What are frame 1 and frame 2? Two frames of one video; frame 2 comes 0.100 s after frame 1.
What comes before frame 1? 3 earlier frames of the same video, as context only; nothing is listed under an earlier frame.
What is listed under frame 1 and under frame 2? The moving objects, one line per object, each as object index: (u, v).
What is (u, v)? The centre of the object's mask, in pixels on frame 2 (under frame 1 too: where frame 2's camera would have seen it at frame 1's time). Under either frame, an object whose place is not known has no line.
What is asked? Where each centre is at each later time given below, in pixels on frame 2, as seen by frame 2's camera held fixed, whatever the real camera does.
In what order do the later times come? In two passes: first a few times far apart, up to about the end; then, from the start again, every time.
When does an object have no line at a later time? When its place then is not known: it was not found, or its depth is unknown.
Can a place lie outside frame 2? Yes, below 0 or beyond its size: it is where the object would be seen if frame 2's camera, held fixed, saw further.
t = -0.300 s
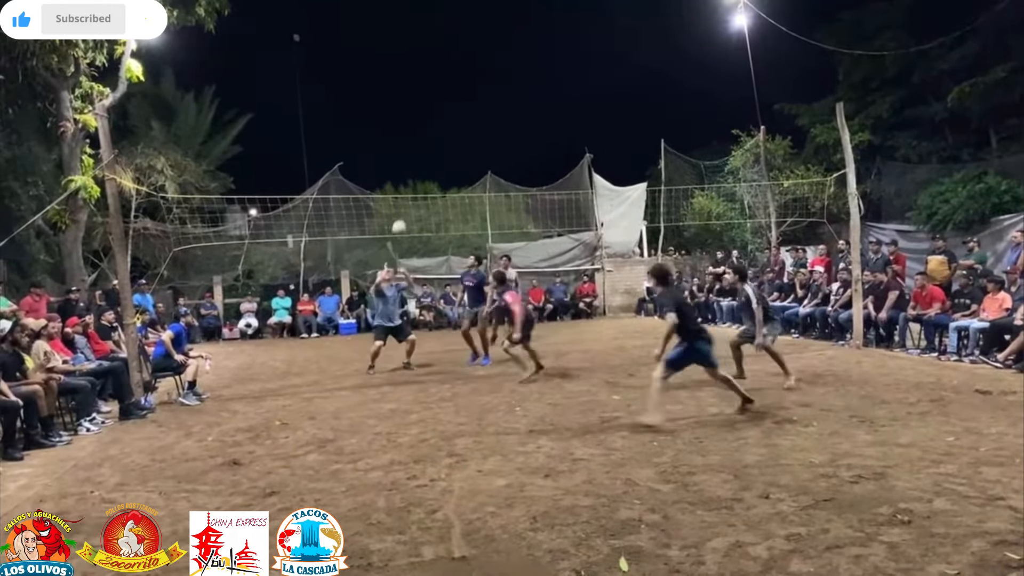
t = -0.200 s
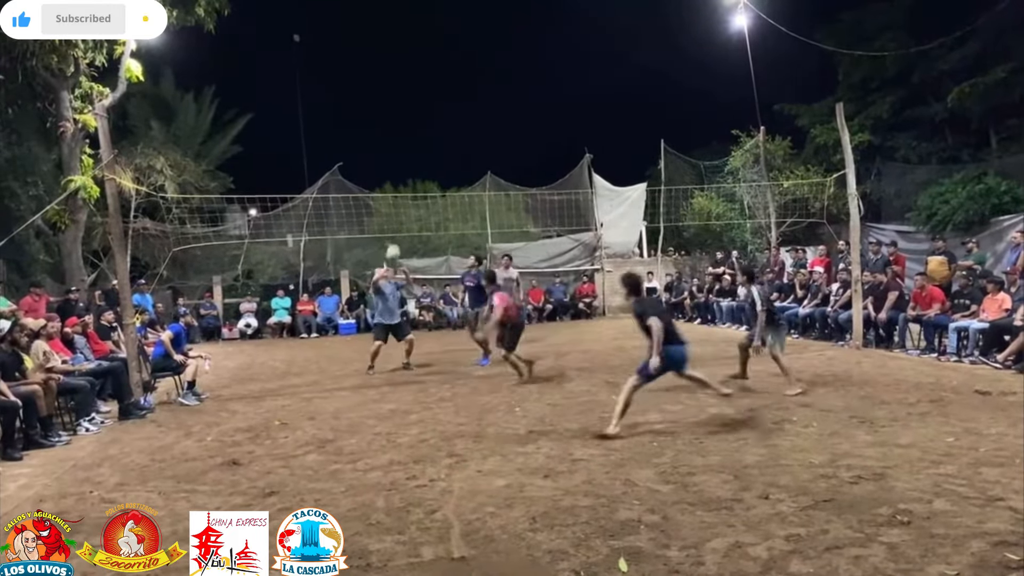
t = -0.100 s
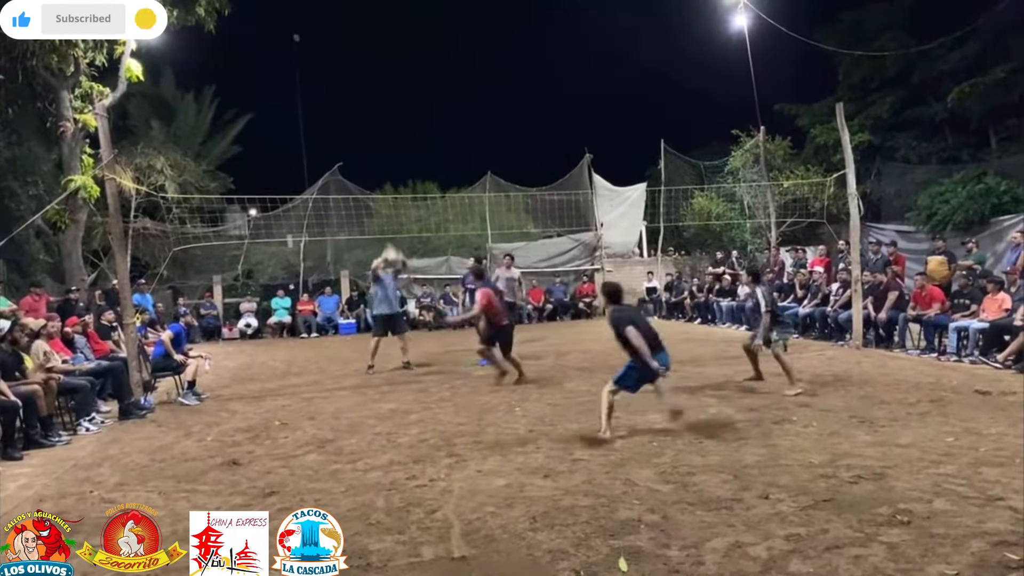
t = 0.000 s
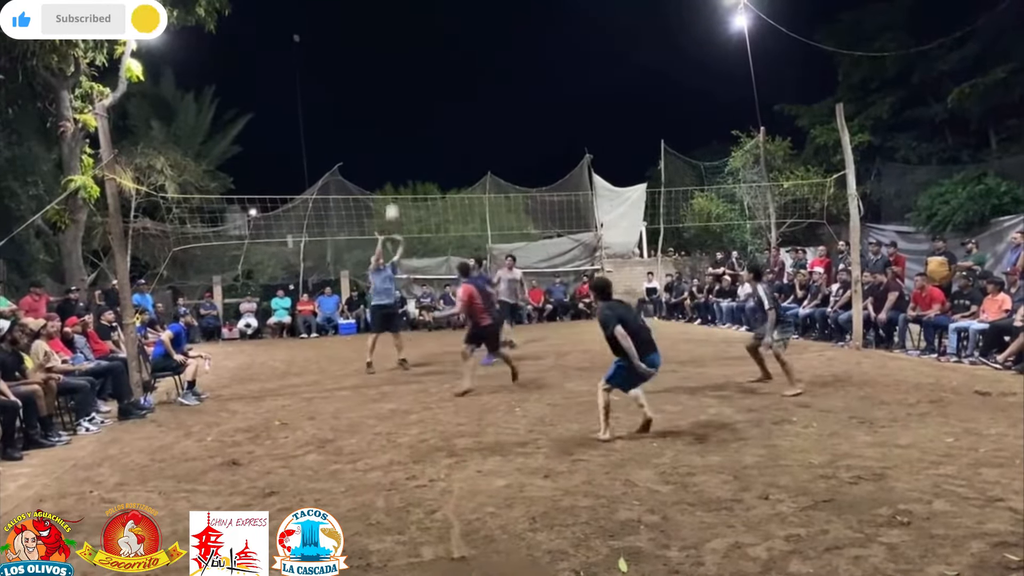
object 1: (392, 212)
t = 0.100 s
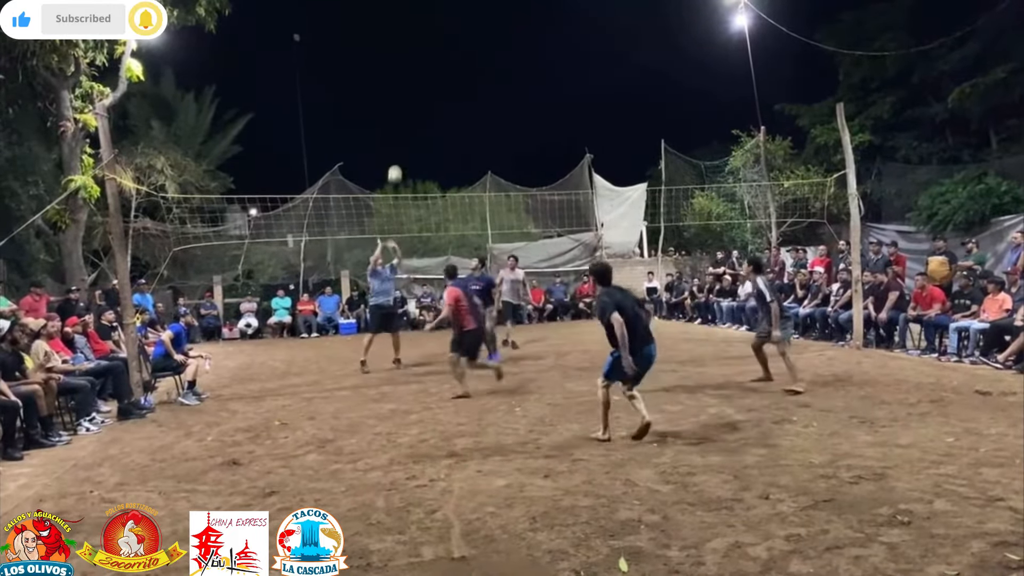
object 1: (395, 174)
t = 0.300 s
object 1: (399, 118)
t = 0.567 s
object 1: (408, 83)
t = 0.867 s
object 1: (421, 99)
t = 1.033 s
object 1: (429, 132)
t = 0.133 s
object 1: (395, 163)
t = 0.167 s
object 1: (396, 153)
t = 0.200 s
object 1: (397, 143)
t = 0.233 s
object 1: (398, 134)
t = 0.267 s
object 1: (398, 126)
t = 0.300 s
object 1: (399, 118)
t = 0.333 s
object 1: (400, 111)
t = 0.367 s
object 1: (401, 105)
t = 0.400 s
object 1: (402, 100)
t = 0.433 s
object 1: (403, 95)
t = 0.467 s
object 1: (405, 91)
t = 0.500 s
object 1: (406, 88)
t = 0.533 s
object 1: (407, 85)
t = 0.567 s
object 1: (408, 83)
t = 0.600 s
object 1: (409, 82)
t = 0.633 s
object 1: (411, 82)
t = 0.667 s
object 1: (412, 82)
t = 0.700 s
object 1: (414, 83)
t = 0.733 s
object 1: (415, 85)
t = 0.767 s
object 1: (416, 87)
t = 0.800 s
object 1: (418, 90)
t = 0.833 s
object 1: (419, 94)
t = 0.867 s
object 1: (421, 99)
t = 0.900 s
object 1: (423, 104)
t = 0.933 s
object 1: (424, 110)
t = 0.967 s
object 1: (426, 117)
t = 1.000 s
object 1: (428, 124)
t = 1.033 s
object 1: (429, 132)
